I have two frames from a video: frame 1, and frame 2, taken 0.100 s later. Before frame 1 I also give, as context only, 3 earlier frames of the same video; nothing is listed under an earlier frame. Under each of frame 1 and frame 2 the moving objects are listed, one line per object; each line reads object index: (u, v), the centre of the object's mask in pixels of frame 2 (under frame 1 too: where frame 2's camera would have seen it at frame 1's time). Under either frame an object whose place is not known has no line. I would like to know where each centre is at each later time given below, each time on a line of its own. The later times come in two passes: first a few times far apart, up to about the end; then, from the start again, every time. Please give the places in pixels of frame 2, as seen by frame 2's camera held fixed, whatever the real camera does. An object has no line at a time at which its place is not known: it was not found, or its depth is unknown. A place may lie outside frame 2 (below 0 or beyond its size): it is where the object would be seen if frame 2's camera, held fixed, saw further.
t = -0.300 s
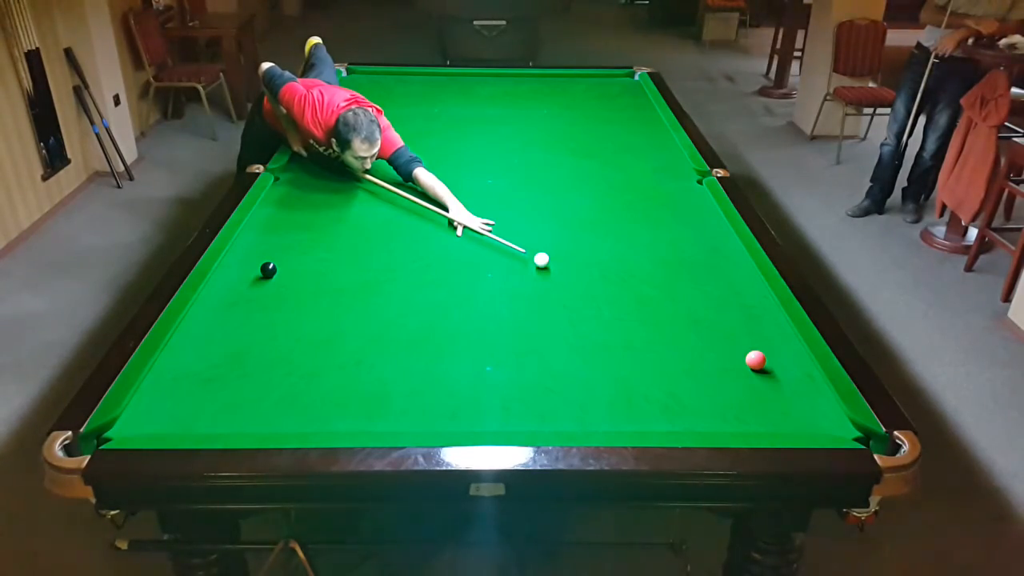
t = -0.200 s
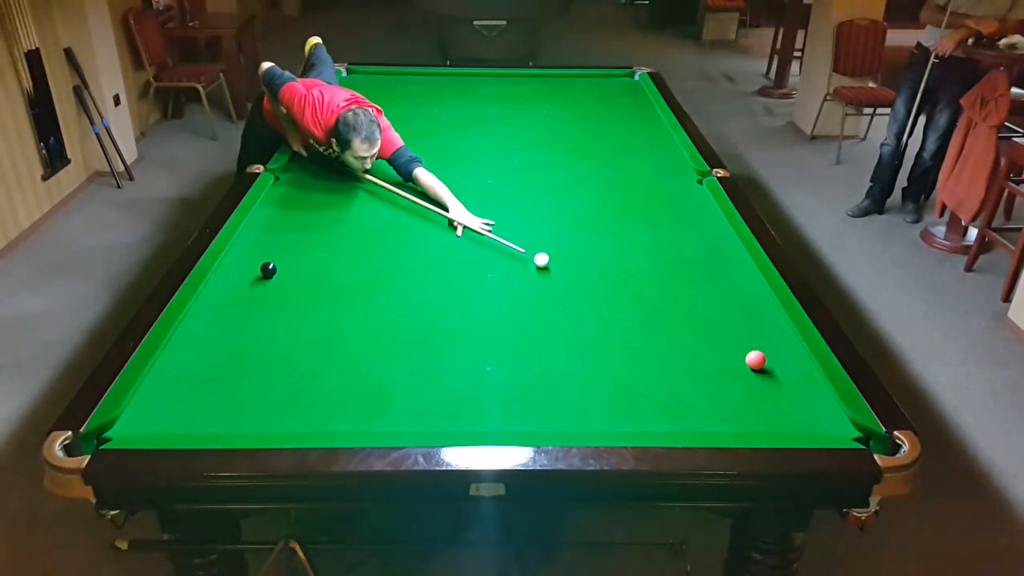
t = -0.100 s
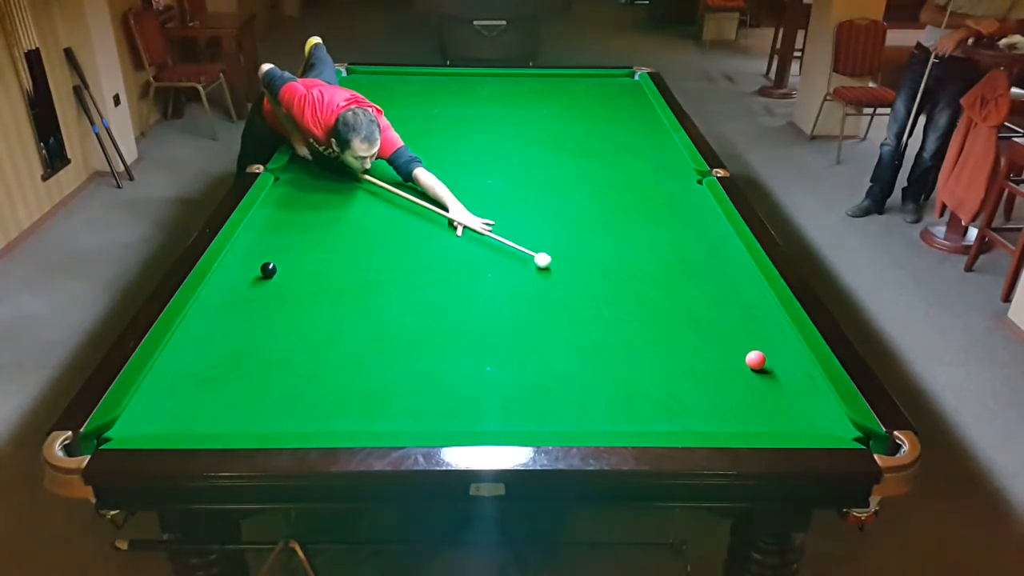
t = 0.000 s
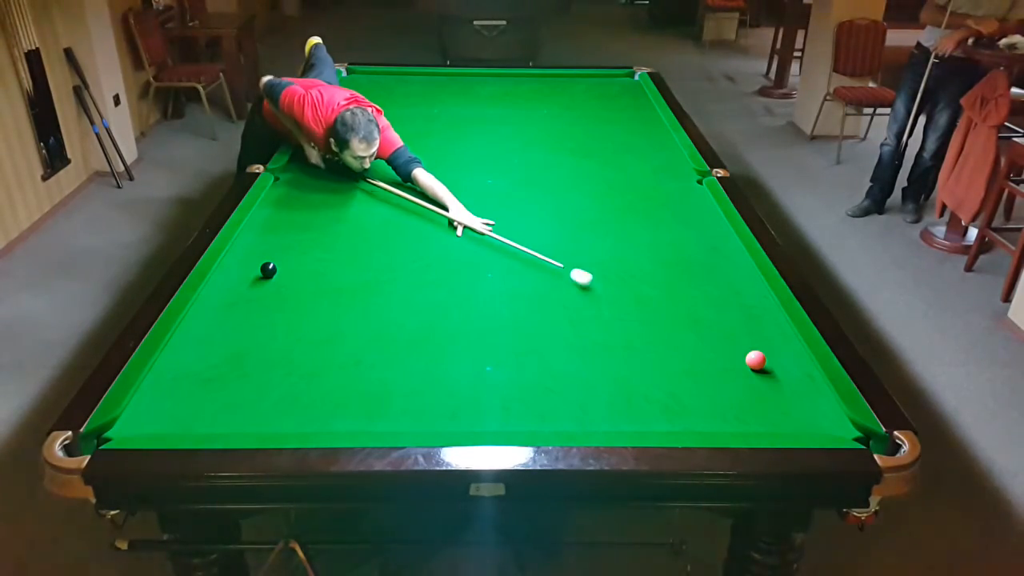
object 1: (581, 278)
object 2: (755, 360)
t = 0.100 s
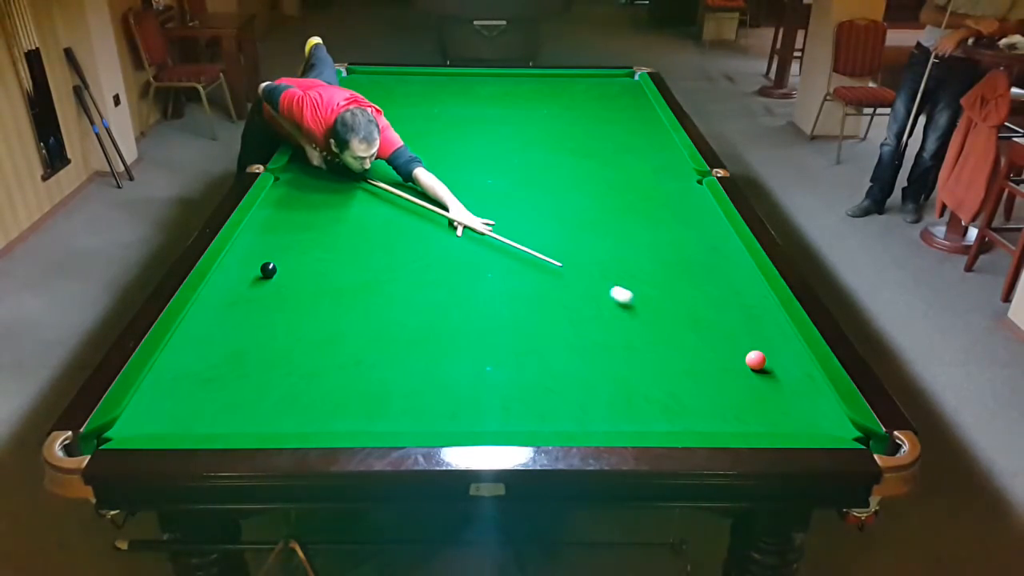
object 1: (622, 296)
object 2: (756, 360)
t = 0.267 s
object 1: (696, 329)
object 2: (756, 360)
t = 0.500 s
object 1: (771, 349)
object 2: (802, 396)
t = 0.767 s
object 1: (772, 353)
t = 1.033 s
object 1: (735, 355)
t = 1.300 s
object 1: (701, 356)
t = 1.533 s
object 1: (673, 357)
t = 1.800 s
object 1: (645, 359)
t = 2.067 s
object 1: (619, 361)
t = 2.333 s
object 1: (596, 363)
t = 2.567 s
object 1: (578, 365)
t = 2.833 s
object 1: (560, 366)
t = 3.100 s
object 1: (546, 368)
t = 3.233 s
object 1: (540, 368)
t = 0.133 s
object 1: (636, 302)
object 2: (756, 360)
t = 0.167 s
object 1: (650, 308)
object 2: (756, 360)
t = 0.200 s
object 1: (665, 315)
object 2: (756, 360)
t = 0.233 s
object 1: (680, 322)
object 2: (756, 360)
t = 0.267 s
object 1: (696, 329)
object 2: (756, 360)
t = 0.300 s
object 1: (712, 336)
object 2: (755, 360)
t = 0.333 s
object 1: (729, 344)
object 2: (755, 360)
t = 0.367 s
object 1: (743, 348)
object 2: (757, 362)
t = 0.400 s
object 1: (750, 349)
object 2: (768, 370)
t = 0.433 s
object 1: (757, 349)
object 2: (780, 379)
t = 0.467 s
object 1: (764, 349)
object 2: (791, 387)
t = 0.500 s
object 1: (771, 349)
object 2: (802, 396)
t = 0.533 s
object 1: (780, 350)
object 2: (811, 404)
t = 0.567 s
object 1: (788, 351)
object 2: (821, 411)
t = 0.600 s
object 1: (796, 352)
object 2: (831, 418)
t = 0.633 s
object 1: (793, 353)
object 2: (839, 424)
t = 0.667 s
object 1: (787, 353)
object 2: (850, 431)
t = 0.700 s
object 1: (782, 353)
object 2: (859, 438)
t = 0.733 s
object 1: (777, 353)
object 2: (868, 446)
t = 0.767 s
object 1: (772, 353)
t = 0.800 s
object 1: (768, 353)
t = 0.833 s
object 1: (763, 354)
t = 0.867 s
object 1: (758, 354)
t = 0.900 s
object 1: (754, 354)
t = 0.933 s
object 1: (749, 354)
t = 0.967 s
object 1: (744, 354)
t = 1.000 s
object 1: (740, 355)
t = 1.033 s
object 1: (735, 355)
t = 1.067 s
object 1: (731, 355)
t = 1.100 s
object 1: (726, 355)
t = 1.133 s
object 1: (722, 355)
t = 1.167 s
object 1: (718, 355)
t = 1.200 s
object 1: (713, 356)
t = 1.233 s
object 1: (709, 356)
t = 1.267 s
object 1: (705, 356)
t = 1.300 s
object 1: (701, 356)
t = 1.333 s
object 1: (697, 356)
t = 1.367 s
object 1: (693, 356)
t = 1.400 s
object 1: (689, 357)
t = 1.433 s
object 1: (685, 357)
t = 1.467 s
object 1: (681, 357)
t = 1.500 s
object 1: (677, 357)
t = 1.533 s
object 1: (673, 357)
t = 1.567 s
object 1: (669, 358)
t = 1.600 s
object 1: (666, 358)
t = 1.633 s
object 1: (662, 358)
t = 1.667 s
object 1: (658, 358)
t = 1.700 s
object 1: (655, 359)
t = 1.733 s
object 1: (651, 359)
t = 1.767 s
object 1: (648, 359)
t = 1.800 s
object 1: (645, 359)
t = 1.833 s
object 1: (641, 359)
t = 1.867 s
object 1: (638, 360)
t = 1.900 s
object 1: (635, 360)
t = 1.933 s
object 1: (631, 360)
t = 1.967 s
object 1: (628, 360)
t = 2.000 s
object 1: (625, 361)
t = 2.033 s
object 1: (622, 361)
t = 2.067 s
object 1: (619, 361)
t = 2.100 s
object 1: (616, 361)
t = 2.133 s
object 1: (613, 361)
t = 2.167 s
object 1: (610, 362)
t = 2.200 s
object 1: (607, 362)
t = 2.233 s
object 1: (604, 362)
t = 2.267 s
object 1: (601, 362)
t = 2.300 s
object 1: (598, 362)
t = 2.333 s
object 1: (596, 363)
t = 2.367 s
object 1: (593, 363)
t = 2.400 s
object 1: (591, 363)
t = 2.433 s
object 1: (588, 364)
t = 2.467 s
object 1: (585, 364)
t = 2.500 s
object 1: (583, 364)
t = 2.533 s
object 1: (580, 364)
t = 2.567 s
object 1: (578, 365)
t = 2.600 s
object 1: (575, 365)
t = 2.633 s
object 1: (573, 365)
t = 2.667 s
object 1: (571, 365)
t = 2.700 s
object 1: (569, 365)
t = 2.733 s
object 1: (566, 365)
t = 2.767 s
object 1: (564, 366)
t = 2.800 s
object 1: (562, 366)
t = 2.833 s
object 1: (560, 366)
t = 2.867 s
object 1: (558, 366)
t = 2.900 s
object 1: (556, 366)
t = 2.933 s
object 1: (554, 367)
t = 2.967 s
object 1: (553, 367)
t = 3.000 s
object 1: (551, 367)
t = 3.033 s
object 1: (549, 367)
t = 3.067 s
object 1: (547, 367)
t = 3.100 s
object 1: (546, 368)
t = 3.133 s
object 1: (544, 368)
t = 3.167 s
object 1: (543, 368)
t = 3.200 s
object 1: (541, 368)
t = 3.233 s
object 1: (540, 368)
